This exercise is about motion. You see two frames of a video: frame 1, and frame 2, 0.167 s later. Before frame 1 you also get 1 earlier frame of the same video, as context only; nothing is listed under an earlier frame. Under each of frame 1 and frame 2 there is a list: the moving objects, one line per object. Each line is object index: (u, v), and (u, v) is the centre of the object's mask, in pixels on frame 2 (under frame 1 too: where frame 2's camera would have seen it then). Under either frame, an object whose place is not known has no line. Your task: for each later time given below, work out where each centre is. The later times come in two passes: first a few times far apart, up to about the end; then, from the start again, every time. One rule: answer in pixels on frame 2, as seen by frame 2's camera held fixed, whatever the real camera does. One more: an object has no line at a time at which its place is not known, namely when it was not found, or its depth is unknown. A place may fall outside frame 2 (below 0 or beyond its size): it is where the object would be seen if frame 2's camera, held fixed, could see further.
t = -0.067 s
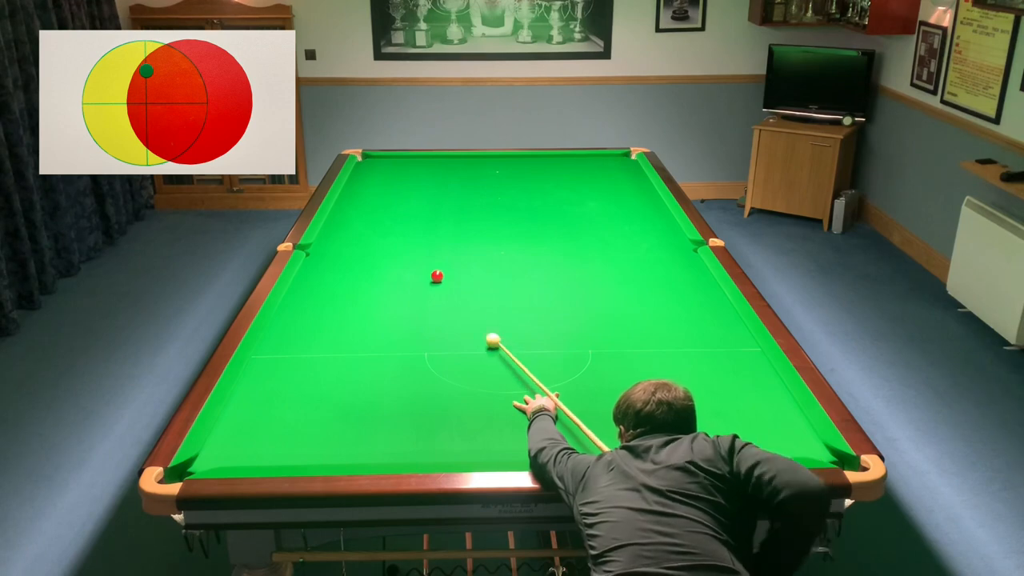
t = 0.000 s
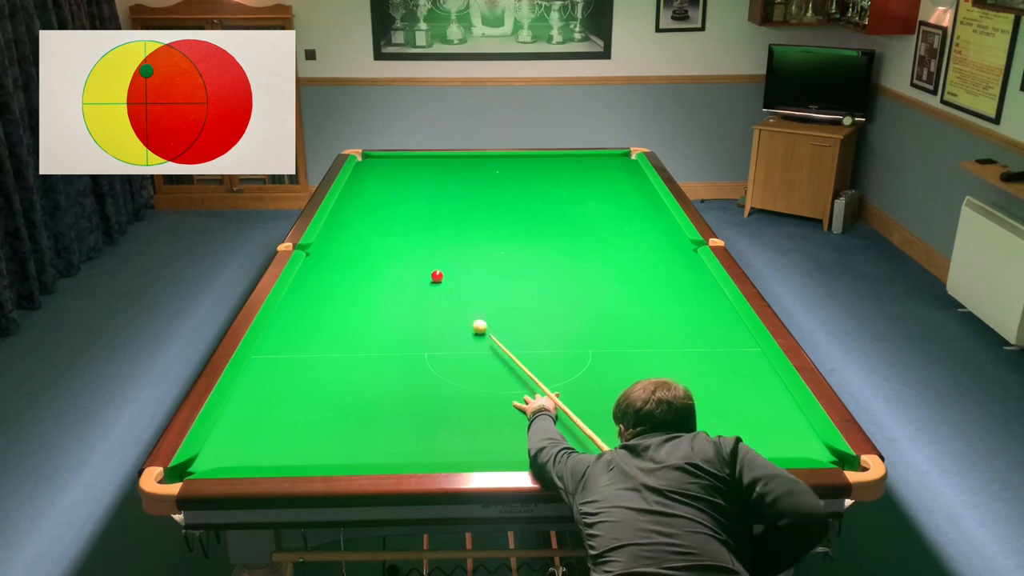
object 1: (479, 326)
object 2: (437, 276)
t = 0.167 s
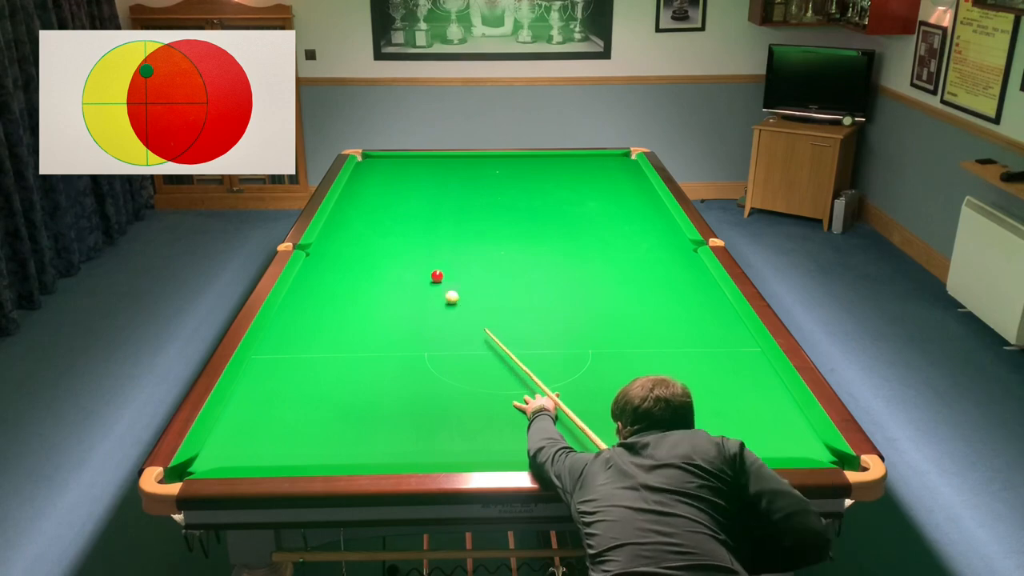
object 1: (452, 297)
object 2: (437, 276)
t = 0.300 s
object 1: (431, 281)
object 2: (438, 272)
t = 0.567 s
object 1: (390, 273)
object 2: (442, 246)
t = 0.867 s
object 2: (445, 225)
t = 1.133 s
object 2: (448, 208)
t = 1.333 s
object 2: (450, 197)
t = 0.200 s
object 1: (447, 292)
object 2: (437, 276)
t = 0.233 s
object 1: (442, 287)
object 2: (437, 275)
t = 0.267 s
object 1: (437, 282)
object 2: (437, 274)
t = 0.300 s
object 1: (431, 281)
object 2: (438, 272)
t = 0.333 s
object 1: (426, 280)
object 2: (438, 269)
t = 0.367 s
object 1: (421, 280)
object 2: (439, 265)
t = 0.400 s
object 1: (416, 279)
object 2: (439, 261)
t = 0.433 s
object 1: (410, 278)
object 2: (440, 258)
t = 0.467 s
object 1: (405, 277)
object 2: (440, 255)
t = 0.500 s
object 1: (400, 275)
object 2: (441, 252)
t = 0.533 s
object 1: (395, 274)
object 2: (441, 249)
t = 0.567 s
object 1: (390, 273)
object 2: (442, 246)
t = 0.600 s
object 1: (386, 272)
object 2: (442, 244)
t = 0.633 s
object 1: (381, 270)
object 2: (442, 241)
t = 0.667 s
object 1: (376, 269)
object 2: (443, 239)
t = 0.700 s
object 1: (371, 268)
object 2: (443, 236)
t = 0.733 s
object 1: (367, 266)
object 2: (444, 234)
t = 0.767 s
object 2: (444, 232)
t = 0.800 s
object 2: (444, 230)
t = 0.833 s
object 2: (445, 227)
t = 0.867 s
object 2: (445, 225)
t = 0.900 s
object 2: (446, 223)
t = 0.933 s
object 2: (446, 221)
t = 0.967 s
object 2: (446, 218)
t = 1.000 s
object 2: (447, 216)
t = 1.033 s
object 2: (447, 215)
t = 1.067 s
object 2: (447, 213)
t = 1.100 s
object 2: (447, 210)
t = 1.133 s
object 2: (448, 208)
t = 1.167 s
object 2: (448, 207)
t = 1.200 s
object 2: (448, 205)
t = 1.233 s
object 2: (449, 203)
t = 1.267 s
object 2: (449, 201)
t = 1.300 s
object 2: (449, 199)
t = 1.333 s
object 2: (450, 197)
